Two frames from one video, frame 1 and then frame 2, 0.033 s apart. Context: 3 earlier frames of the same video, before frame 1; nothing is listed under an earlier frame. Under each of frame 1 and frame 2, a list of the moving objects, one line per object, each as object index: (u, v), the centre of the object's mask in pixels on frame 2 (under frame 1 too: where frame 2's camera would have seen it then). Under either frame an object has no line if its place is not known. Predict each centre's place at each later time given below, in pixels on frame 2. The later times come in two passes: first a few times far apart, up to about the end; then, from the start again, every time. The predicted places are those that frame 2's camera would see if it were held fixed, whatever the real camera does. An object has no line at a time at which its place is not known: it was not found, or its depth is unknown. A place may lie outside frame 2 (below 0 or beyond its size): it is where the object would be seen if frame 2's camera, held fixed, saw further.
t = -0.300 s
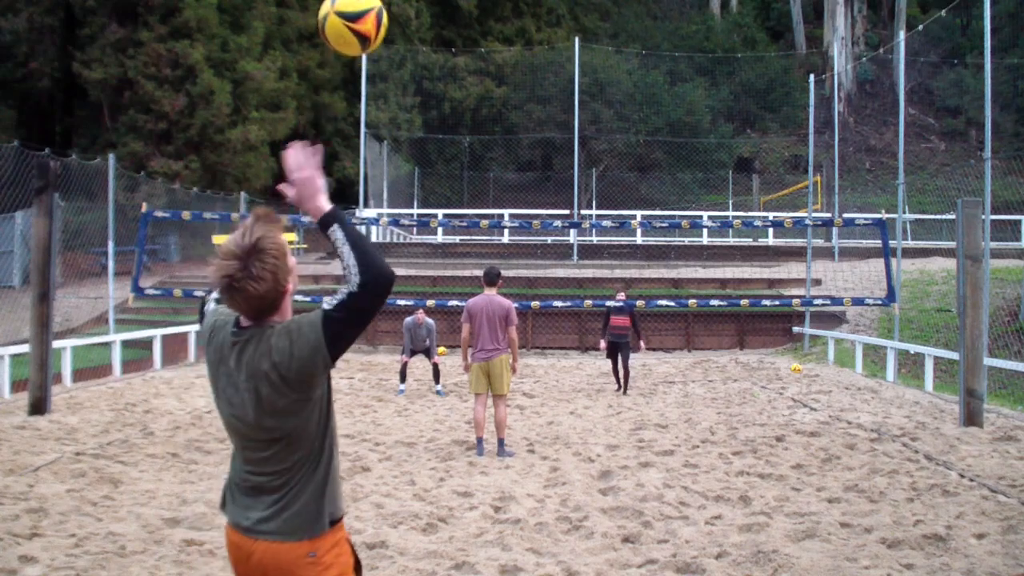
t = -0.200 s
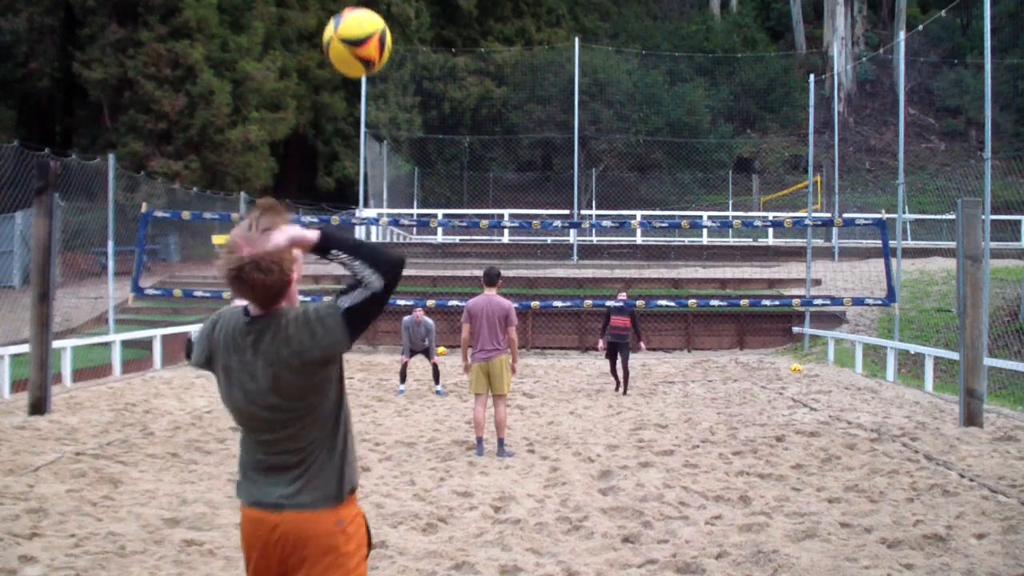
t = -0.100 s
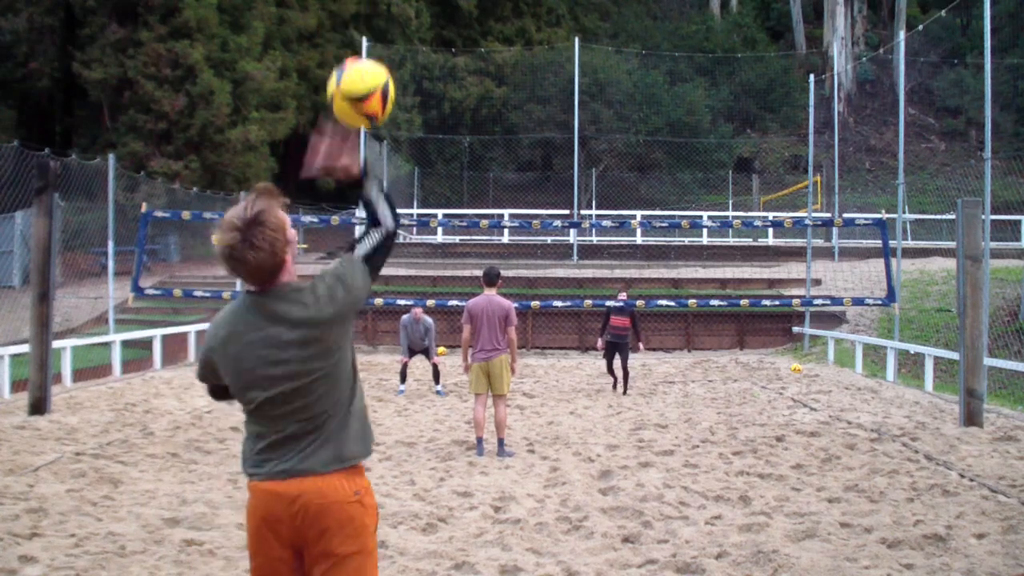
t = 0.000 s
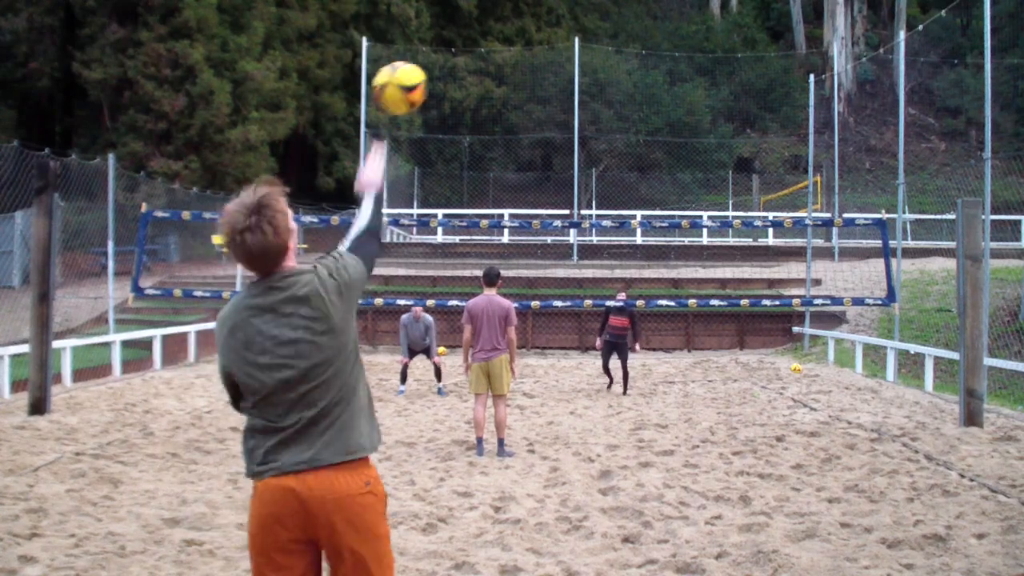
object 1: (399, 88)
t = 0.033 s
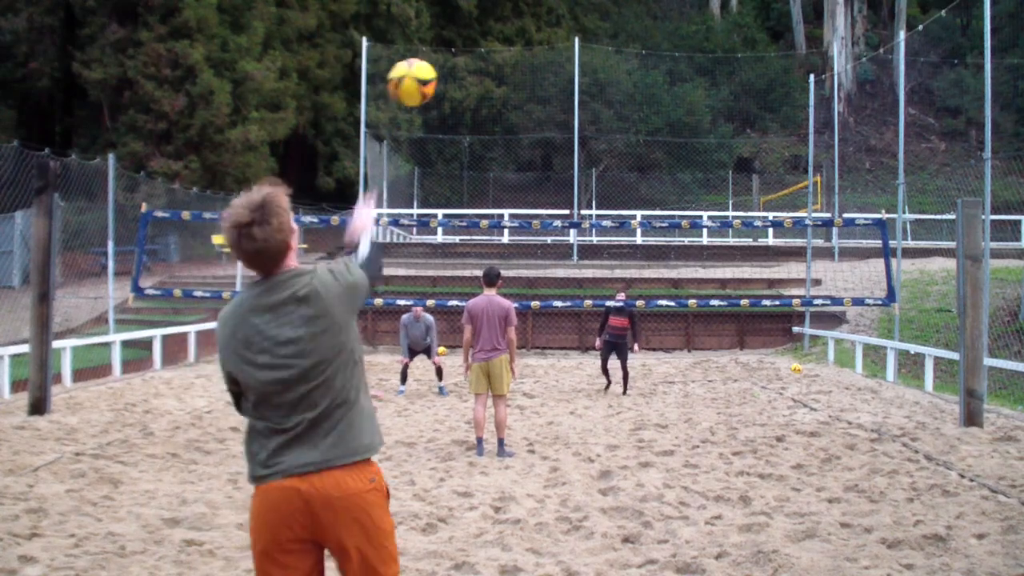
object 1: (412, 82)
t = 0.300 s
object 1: (454, 93)
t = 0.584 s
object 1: (461, 157)
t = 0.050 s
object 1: (418, 80)
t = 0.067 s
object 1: (422, 79)
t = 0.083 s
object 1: (427, 78)
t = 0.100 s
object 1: (430, 78)
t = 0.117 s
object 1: (433, 78)
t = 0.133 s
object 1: (436, 78)
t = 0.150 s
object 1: (438, 78)
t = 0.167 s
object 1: (441, 79)
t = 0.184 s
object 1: (443, 80)
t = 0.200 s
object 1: (445, 81)
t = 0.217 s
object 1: (447, 82)
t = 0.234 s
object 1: (449, 84)
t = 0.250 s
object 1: (451, 86)
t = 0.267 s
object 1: (452, 88)
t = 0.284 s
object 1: (453, 90)
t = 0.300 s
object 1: (454, 93)
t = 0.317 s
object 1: (455, 95)
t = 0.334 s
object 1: (456, 98)
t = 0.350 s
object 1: (456, 101)
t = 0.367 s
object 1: (457, 104)
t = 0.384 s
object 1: (457, 107)
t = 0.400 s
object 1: (458, 111)
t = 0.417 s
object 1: (458, 114)
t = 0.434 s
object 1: (459, 118)
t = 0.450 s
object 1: (459, 122)
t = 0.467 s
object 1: (459, 126)
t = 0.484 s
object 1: (459, 130)
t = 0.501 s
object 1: (460, 134)
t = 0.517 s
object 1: (460, 139)
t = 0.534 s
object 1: (460, 144)
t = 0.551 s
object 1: (461, 148)
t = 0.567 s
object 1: (461, 153)
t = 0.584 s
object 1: (461, 157)
